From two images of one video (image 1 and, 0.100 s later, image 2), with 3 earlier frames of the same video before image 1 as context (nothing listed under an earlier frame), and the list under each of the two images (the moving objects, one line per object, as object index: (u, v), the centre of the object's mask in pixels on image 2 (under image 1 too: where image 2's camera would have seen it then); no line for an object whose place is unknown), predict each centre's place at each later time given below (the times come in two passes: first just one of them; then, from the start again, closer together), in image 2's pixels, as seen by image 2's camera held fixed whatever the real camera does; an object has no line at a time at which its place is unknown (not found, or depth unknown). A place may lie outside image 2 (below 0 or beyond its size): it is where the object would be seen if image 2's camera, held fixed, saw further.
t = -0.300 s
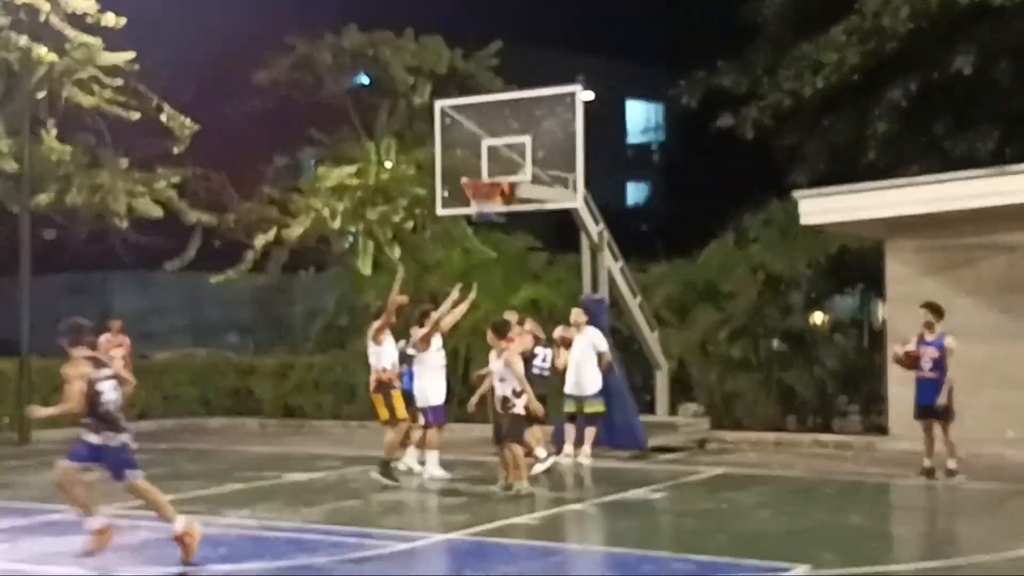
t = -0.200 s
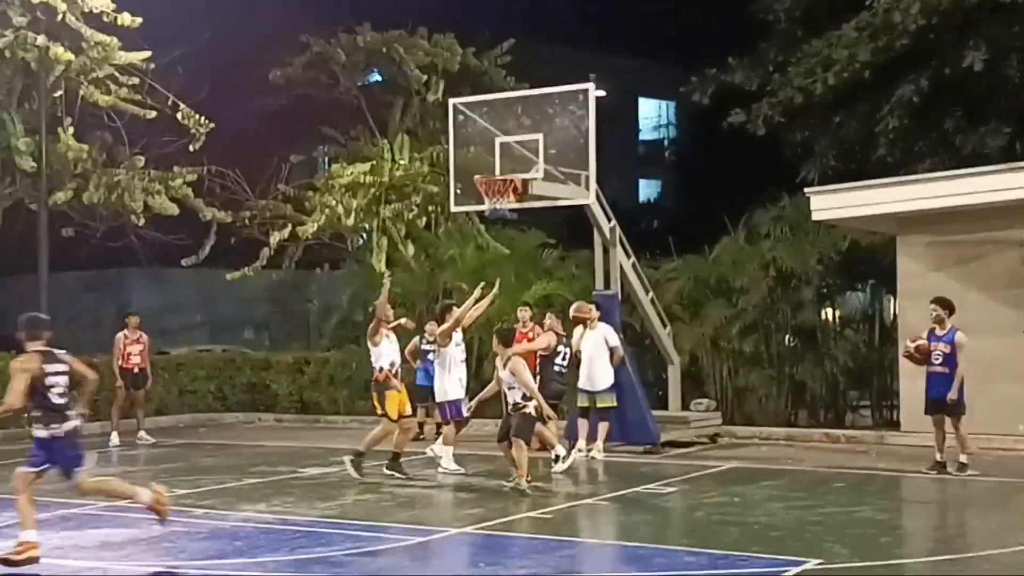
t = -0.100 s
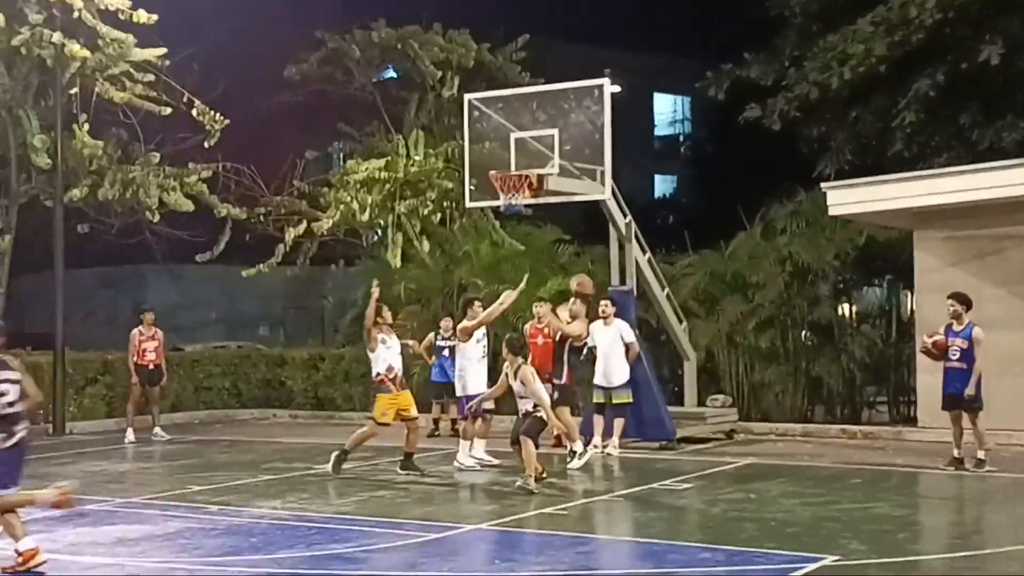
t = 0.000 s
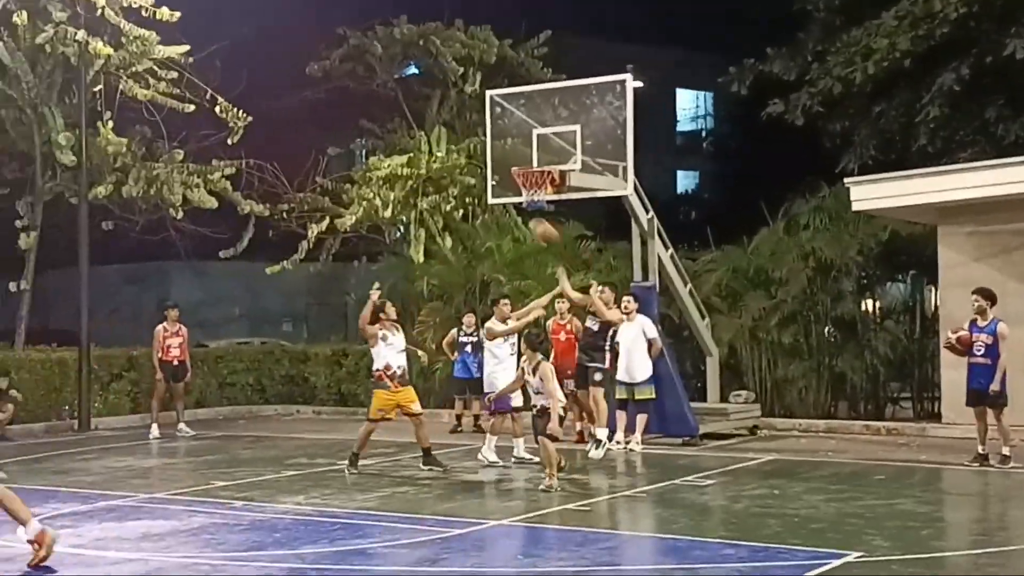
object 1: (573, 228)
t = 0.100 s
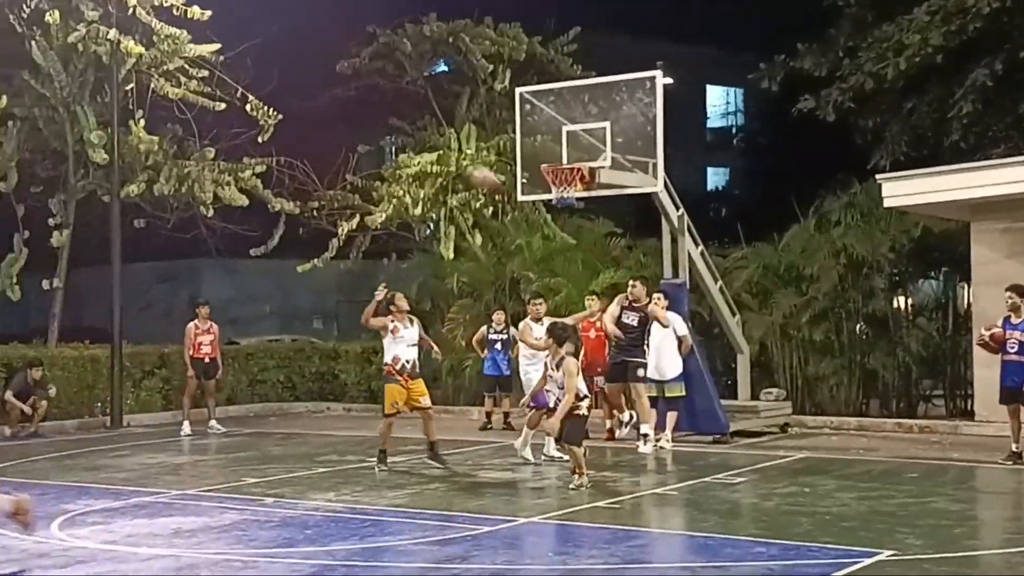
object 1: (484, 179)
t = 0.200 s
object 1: (386, 132)
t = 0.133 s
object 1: (453, 162)
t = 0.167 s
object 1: (418, 145)
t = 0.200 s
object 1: (386, 132)
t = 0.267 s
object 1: (315, 103)
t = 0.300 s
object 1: (278, 90)
